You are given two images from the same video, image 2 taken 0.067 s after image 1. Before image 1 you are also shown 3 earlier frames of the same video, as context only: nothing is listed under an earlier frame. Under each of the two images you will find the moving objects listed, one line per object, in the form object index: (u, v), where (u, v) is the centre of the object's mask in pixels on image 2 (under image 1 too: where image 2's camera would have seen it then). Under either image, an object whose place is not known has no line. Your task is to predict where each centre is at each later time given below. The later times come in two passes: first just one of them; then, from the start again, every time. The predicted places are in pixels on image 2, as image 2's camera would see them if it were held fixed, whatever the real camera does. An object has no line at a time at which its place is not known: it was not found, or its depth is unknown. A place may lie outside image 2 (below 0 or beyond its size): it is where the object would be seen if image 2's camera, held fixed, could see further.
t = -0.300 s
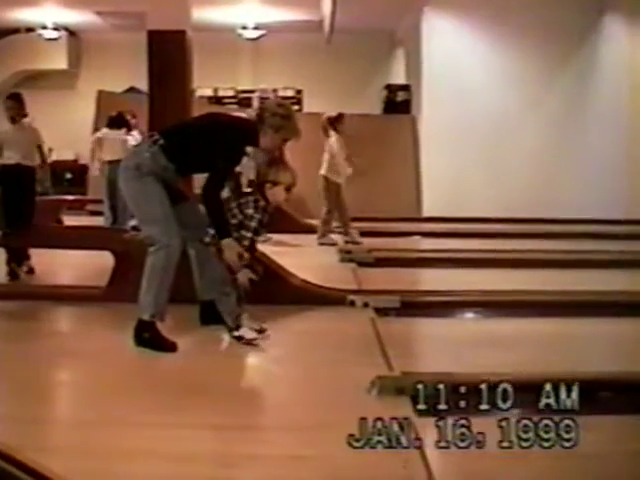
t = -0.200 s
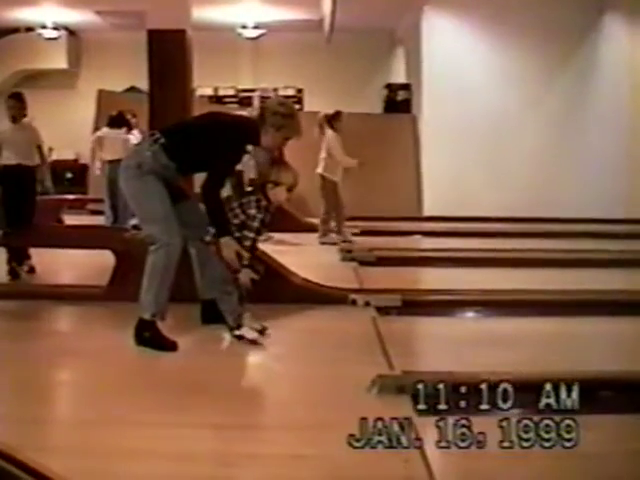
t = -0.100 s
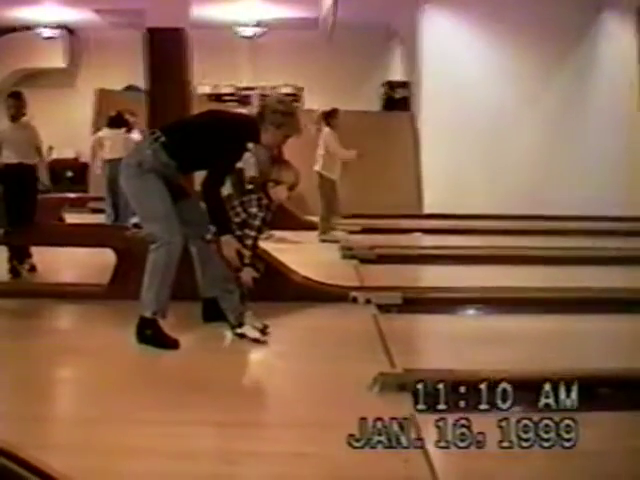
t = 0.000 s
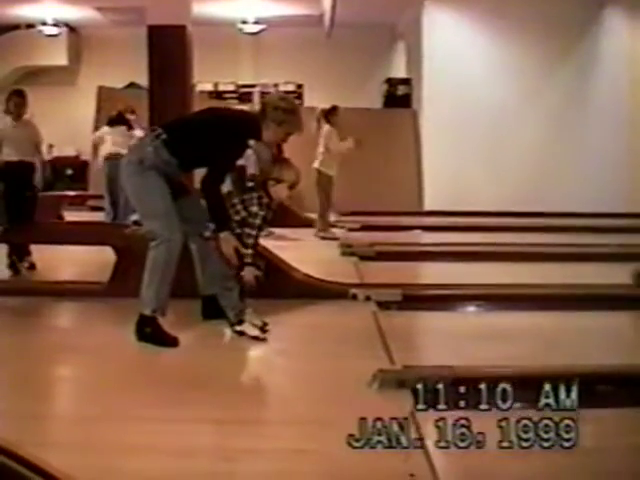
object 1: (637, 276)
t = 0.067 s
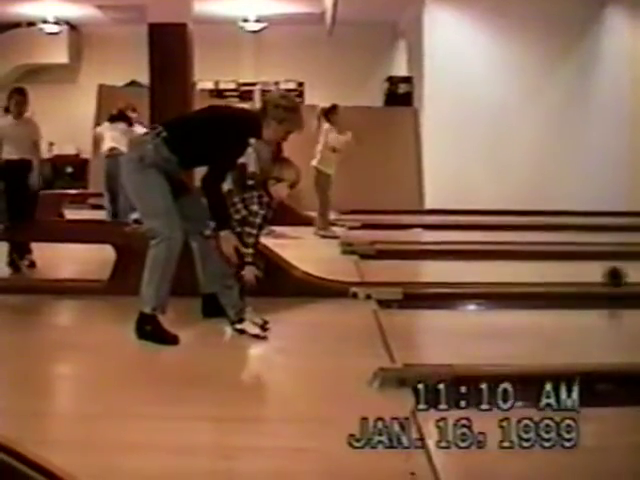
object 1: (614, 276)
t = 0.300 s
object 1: (510, 275)
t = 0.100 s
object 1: (600, 276)
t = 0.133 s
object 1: (585, 276)
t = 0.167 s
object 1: (571, 275)
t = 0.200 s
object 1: (556, 275)
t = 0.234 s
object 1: (542, 274)
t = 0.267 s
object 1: (526, 274)
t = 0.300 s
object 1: (510, 275)
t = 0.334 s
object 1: (496, 275)
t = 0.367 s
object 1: (480, 276)
